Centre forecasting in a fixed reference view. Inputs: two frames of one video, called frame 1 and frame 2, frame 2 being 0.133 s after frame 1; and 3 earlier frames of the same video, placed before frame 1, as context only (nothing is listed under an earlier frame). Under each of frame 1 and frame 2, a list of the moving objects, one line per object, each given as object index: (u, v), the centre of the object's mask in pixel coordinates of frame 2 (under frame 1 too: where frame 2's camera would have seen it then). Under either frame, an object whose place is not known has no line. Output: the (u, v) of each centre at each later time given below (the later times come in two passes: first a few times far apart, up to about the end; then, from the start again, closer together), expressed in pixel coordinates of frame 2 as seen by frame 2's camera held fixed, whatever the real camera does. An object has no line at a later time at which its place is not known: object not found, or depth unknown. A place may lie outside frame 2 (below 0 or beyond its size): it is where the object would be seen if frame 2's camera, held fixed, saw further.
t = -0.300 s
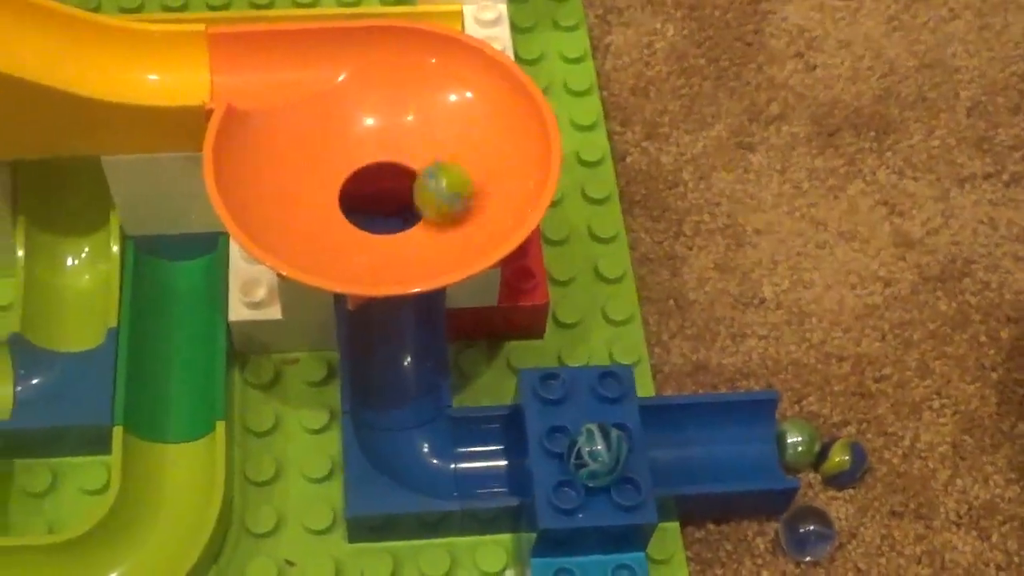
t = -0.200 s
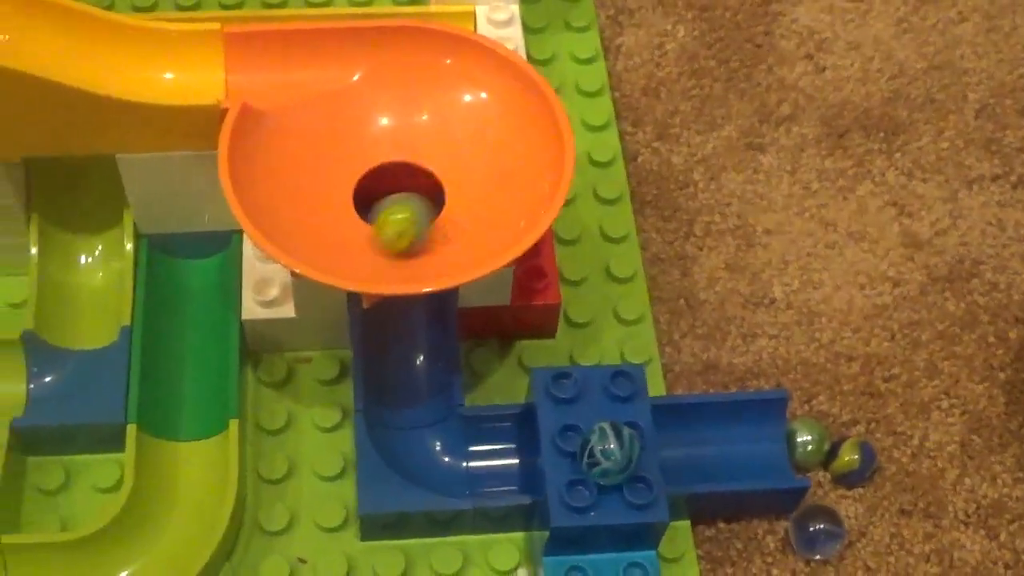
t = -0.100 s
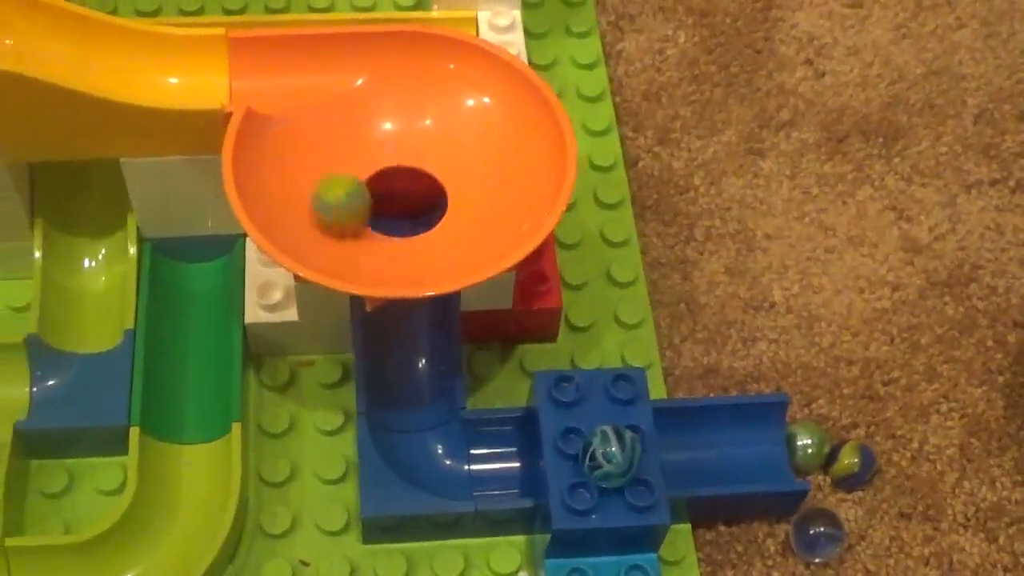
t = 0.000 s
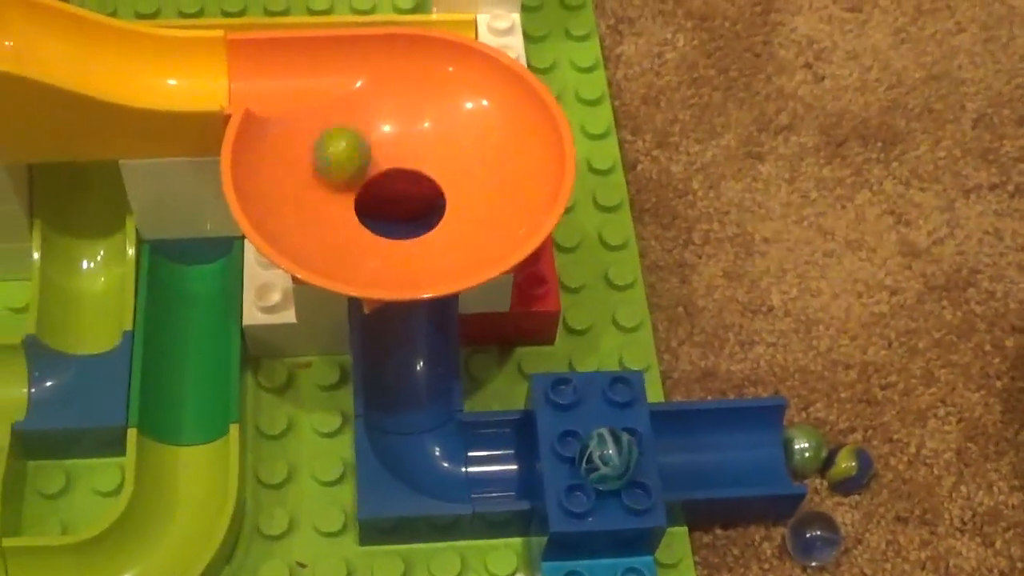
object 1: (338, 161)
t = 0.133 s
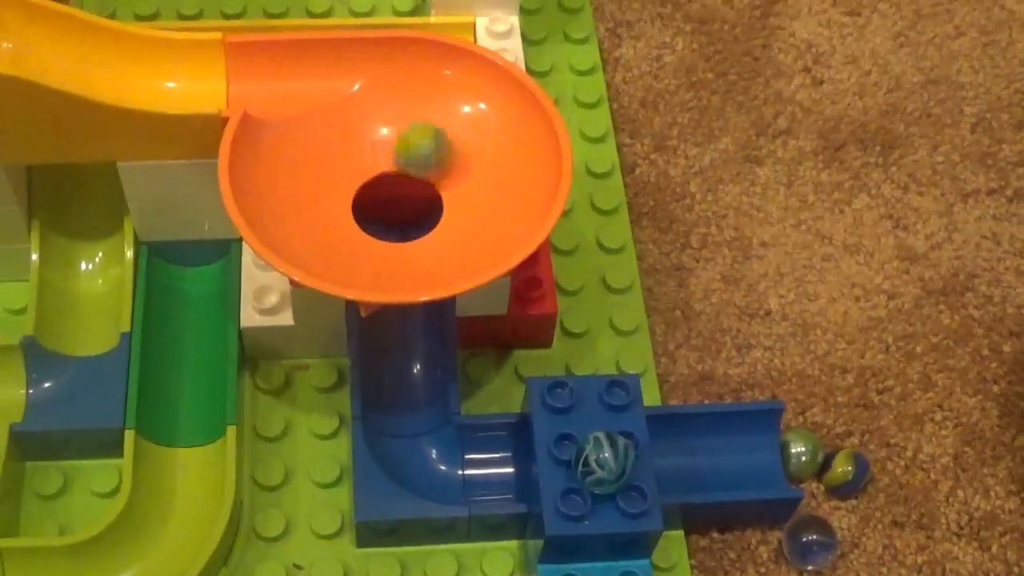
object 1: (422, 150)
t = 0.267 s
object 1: (448, 209)
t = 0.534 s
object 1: (332, 170)
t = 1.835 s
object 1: (425, 167)
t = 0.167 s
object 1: (440, 162)
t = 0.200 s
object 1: (452, 177)
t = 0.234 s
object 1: (454, 193)
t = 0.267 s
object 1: (448, 209)
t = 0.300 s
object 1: (433, 220)
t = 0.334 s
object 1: (414, 229)
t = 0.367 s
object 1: (393, 230)
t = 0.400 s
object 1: (373, 227)
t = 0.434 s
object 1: (351, 218)
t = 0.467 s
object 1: (337, 204)
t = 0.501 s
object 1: (330, 185)
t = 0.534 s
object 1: (332, 170)
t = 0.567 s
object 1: (344, 158)
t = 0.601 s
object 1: (360, 150)
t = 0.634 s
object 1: (382, 148)
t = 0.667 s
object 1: (403, 150)
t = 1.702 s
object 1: (359, 152)
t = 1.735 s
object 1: (376, 146)
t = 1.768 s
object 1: (392, 147)
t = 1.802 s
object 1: (410, 154)
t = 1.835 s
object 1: (425, 167)
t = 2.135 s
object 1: (399, 152)
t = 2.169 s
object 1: (411, 156)
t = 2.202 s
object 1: (419, 169)
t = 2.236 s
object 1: (417, 194)
